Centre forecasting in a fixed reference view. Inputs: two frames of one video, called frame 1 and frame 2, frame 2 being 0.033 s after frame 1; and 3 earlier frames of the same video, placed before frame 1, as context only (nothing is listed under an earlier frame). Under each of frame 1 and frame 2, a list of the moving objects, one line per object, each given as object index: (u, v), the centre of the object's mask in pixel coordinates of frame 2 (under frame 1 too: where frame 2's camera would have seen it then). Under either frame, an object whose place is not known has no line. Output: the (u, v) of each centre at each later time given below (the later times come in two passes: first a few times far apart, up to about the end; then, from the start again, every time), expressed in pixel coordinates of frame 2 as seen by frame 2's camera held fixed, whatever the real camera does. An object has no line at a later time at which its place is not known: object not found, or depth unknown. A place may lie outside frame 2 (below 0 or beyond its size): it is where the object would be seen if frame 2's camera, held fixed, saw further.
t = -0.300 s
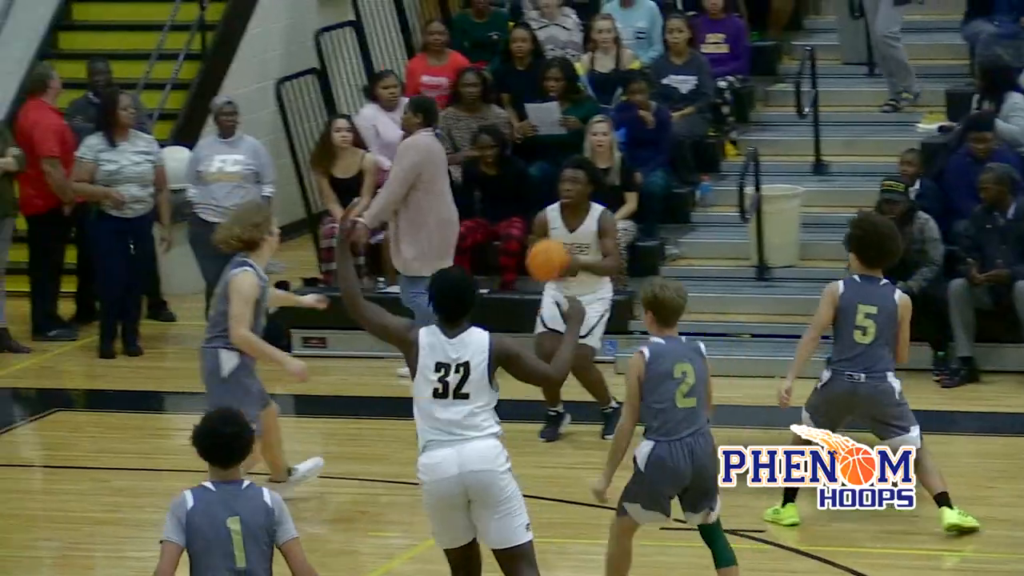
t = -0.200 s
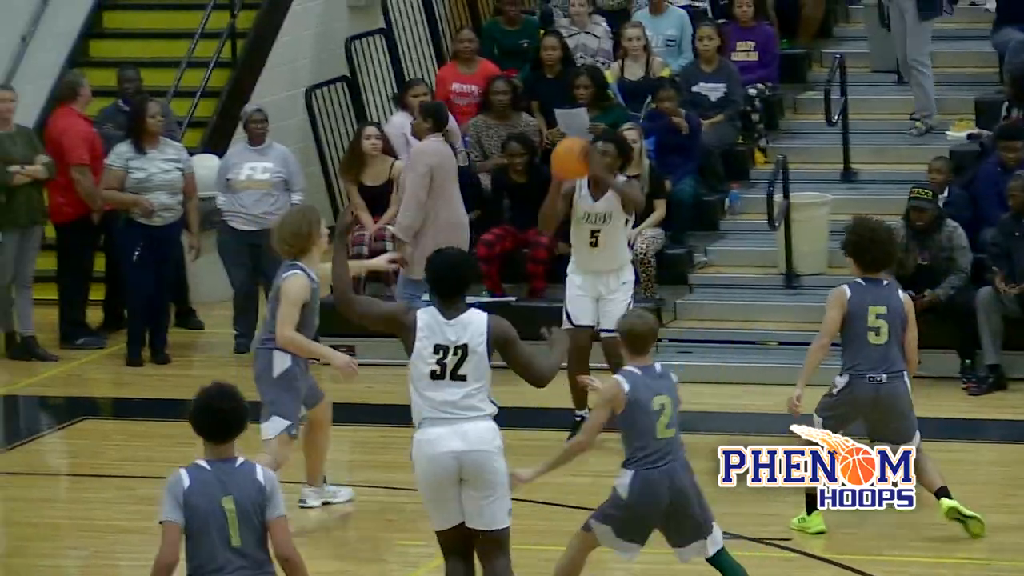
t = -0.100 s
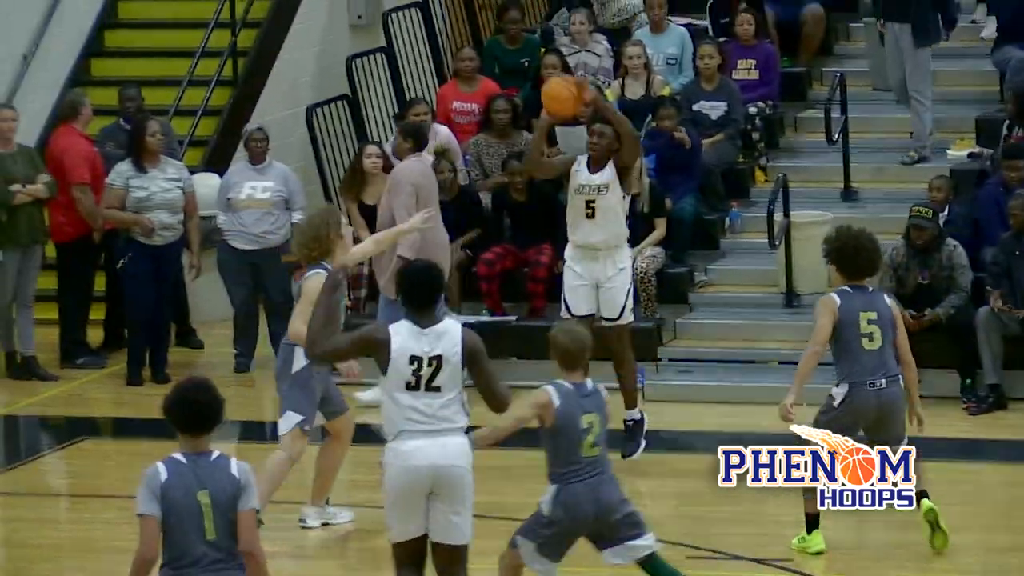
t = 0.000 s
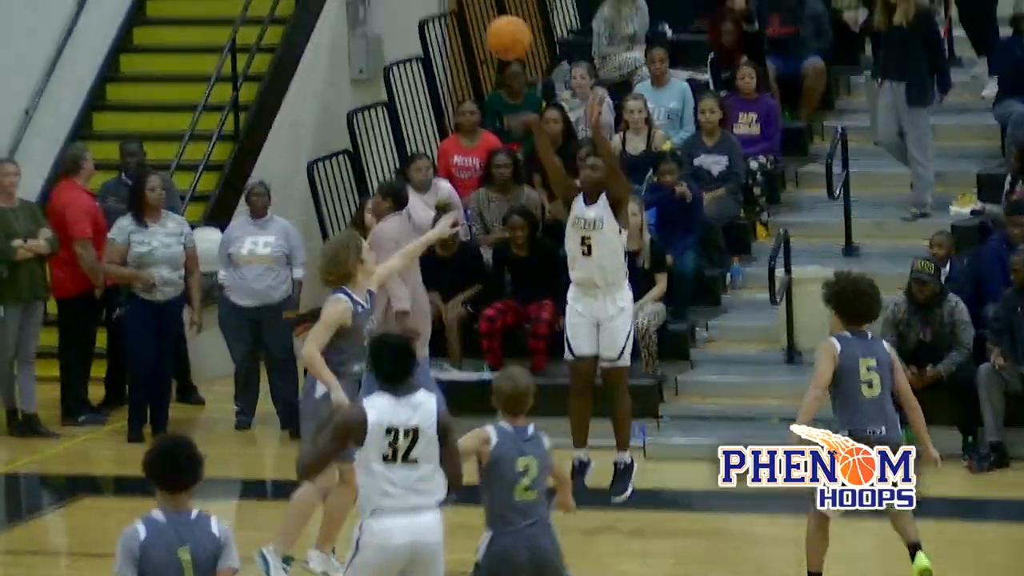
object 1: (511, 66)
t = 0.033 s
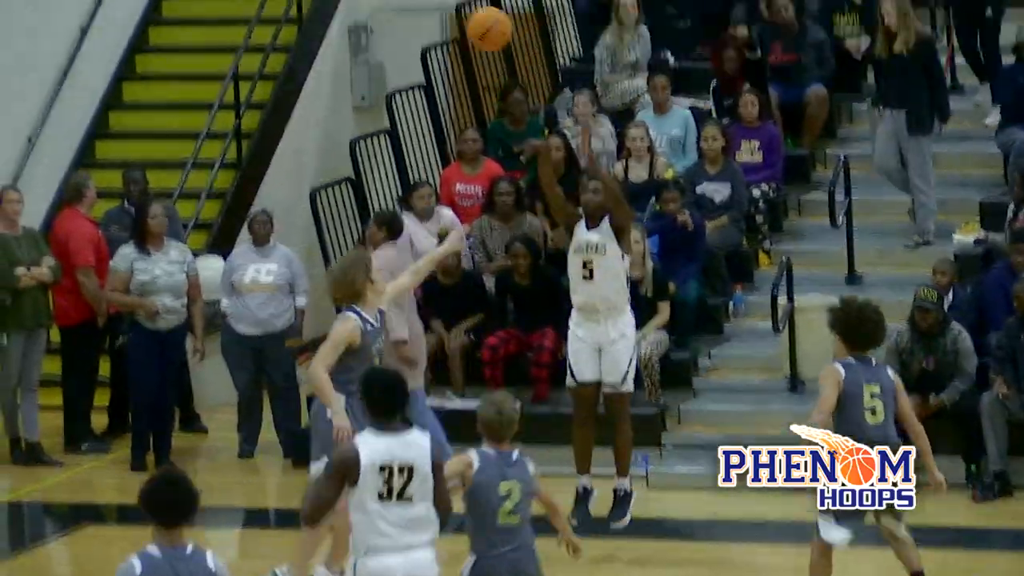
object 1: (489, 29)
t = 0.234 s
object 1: (344, -170)
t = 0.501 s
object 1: (141, -331)
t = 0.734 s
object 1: (-55, -350)
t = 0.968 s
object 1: (-254, -236)
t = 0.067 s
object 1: (467, -8)
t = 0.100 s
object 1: (443, -44)
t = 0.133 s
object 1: (419, -77)
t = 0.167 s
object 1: (394, -109)
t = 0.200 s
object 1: (369, -141)
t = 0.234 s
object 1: (344, -170)
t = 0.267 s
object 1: (318, -197)
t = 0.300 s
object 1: (293, -224)
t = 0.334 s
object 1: (266, -248)
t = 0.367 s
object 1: (243, -268)
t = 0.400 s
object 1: (219, -287)
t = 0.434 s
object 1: (195, -304)
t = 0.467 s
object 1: (168, -319)
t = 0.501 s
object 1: (141, -331)
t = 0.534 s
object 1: (114, -341)
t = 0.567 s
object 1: (86, -349)
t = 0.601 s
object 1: (58, -355)
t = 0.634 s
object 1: (30, -358)
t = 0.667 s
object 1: (1, -358)
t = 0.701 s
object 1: (-27, -356)
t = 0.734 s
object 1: (-55, -350)
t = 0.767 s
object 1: (-83, -342)
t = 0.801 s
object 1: (-110, -330)
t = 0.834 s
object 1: (-138, -317)
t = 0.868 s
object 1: (-166, -300)
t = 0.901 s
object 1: (-196, -283)
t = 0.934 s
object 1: (-225, -260)
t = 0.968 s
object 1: (-254, -236)
